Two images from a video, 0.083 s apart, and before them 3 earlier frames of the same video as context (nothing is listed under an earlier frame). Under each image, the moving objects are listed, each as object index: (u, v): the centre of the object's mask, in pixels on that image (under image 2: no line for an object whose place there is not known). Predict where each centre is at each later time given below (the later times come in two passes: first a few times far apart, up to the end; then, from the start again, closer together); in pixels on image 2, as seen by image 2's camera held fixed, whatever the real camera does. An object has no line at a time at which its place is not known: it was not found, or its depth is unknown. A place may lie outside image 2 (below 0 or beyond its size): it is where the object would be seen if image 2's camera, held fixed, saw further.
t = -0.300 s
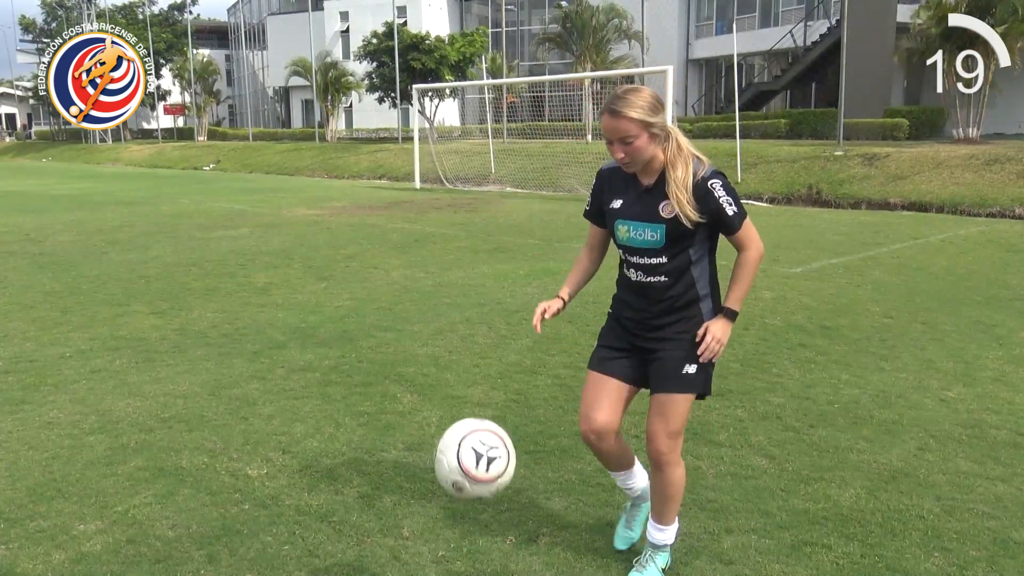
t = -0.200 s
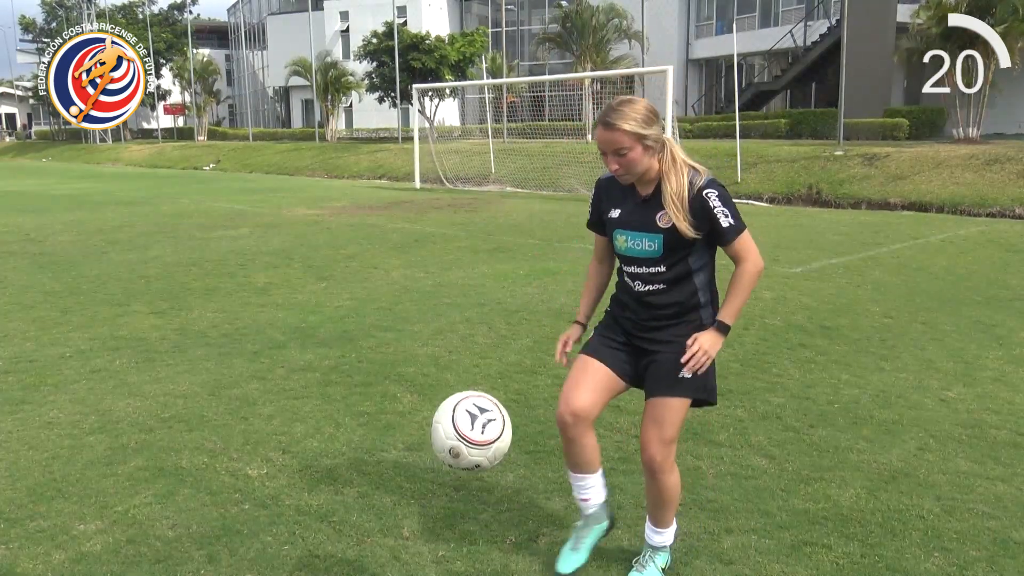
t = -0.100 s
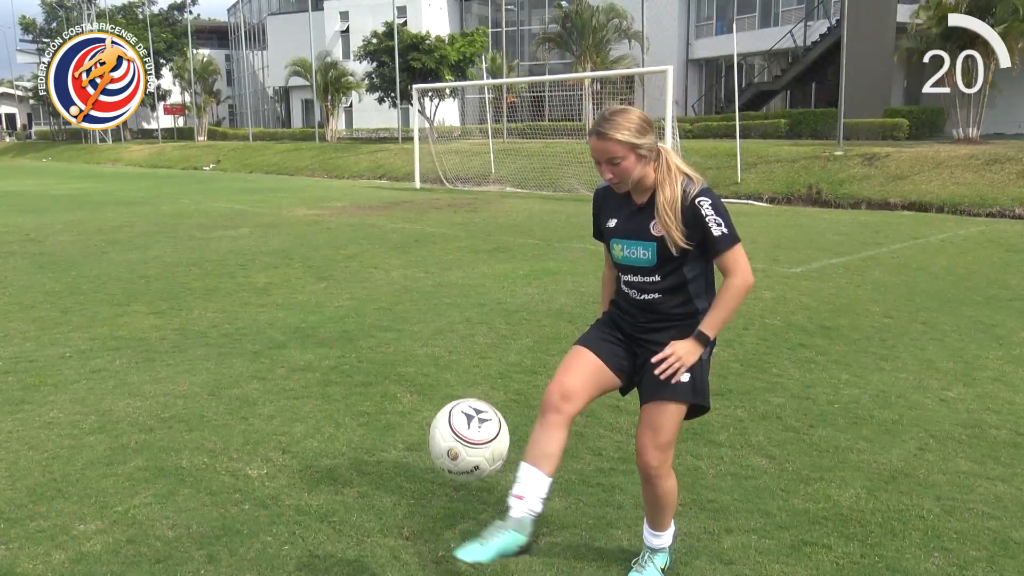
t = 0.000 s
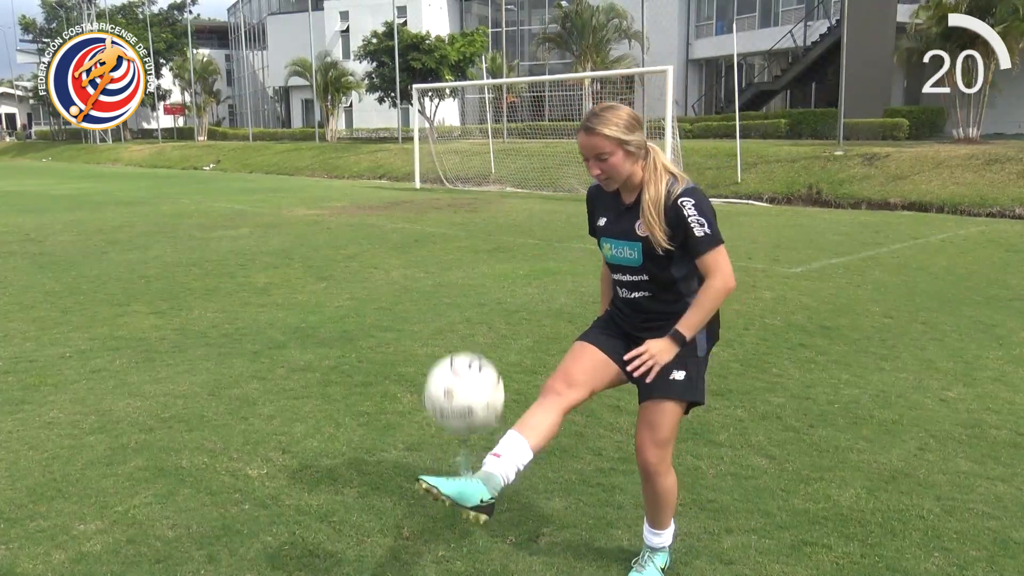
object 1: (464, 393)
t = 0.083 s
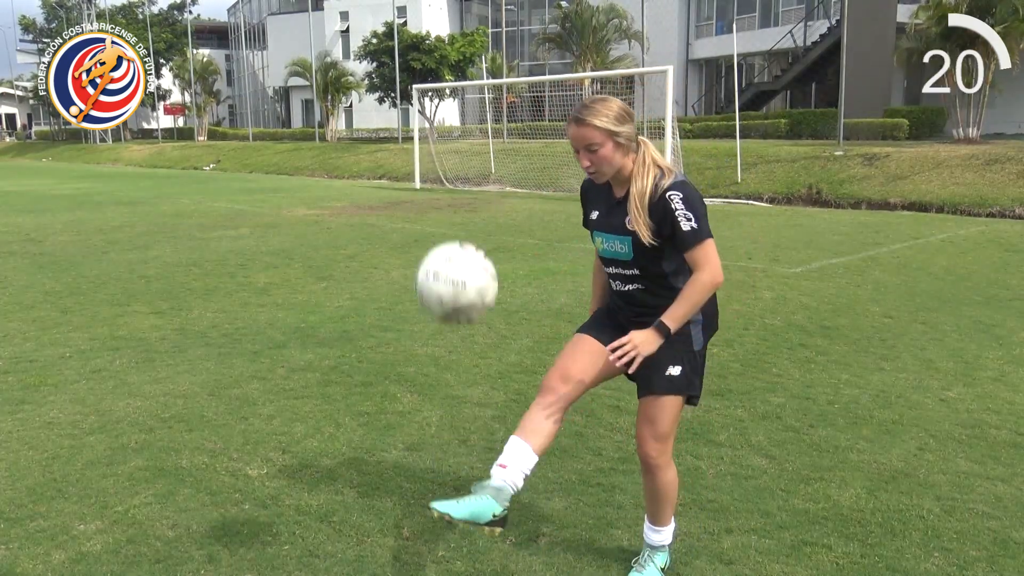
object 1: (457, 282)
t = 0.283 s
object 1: (442, 102)
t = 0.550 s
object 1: (429, 91)
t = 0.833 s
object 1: (434, 387)
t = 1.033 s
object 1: (441, 551)
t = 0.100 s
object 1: (455, 263)
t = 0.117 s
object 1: (454, 244)
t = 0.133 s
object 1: (452, 225)
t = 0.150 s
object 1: (451, 208)
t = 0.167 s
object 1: (450, 192)
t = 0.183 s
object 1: (448, 176)
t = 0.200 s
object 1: (447, 161)
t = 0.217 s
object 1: (446, 147)
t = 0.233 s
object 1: (444, 135)
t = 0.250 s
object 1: (444, 123)
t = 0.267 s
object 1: (443, 112)
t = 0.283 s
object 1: (442, 102)
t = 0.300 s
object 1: (440, 94)
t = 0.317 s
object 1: (439, 86)
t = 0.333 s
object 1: (438, 80)
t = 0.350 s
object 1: (437, 75)
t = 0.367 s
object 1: (436, 70)
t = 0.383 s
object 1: (435, 67)
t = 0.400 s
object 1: (434, 65)
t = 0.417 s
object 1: (433, 63)
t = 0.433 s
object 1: (432, 63)
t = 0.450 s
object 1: (432, 64)
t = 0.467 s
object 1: (431, 66)
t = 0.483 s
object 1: (431, 69)
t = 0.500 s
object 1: (430, 73)
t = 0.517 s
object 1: (429, 78)
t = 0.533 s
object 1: (429, 84)
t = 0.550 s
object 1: (429, 91)
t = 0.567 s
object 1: (429, 100)
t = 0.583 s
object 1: (429, 110)
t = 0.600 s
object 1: (428, 121)
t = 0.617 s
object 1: (428, 133)
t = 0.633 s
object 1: (428, 147)
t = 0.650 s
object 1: (428, 161)
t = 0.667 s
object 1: (429, 176)
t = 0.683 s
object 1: (429, 193)
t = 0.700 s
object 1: (429, 210)
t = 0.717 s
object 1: (430, 229)
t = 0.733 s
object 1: (430, 248)
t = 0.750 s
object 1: (431, 269)
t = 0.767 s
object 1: (431, 290)
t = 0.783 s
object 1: (432, 313)
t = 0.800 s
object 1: (433, 337)
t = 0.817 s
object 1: (433, 362)
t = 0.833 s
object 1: (434, 387)
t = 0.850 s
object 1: (435, 413)
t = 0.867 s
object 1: (435, 442)
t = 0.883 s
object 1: (437, 470)
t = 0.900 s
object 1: (438, 499)
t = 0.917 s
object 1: (439, 527)
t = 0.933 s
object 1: (441, 546)
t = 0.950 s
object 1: (442, 561)
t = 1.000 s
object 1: (443, 566)
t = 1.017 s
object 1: (442, 559)
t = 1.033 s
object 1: (441, 551)
